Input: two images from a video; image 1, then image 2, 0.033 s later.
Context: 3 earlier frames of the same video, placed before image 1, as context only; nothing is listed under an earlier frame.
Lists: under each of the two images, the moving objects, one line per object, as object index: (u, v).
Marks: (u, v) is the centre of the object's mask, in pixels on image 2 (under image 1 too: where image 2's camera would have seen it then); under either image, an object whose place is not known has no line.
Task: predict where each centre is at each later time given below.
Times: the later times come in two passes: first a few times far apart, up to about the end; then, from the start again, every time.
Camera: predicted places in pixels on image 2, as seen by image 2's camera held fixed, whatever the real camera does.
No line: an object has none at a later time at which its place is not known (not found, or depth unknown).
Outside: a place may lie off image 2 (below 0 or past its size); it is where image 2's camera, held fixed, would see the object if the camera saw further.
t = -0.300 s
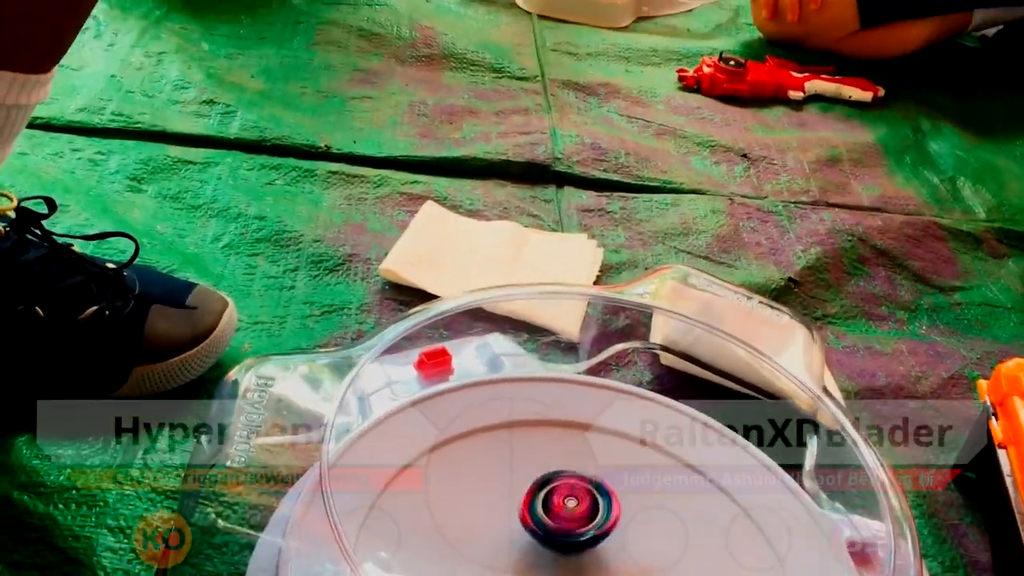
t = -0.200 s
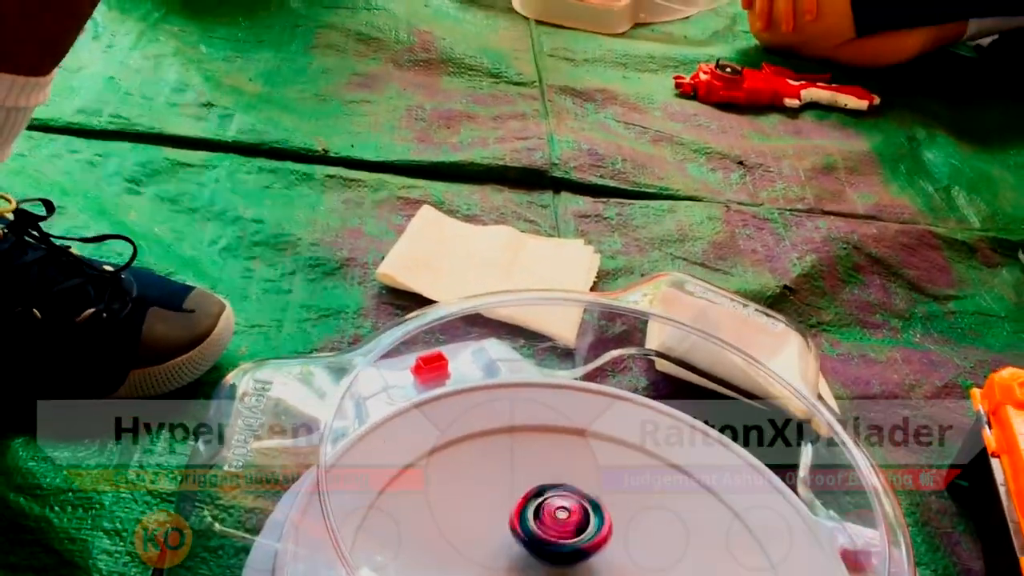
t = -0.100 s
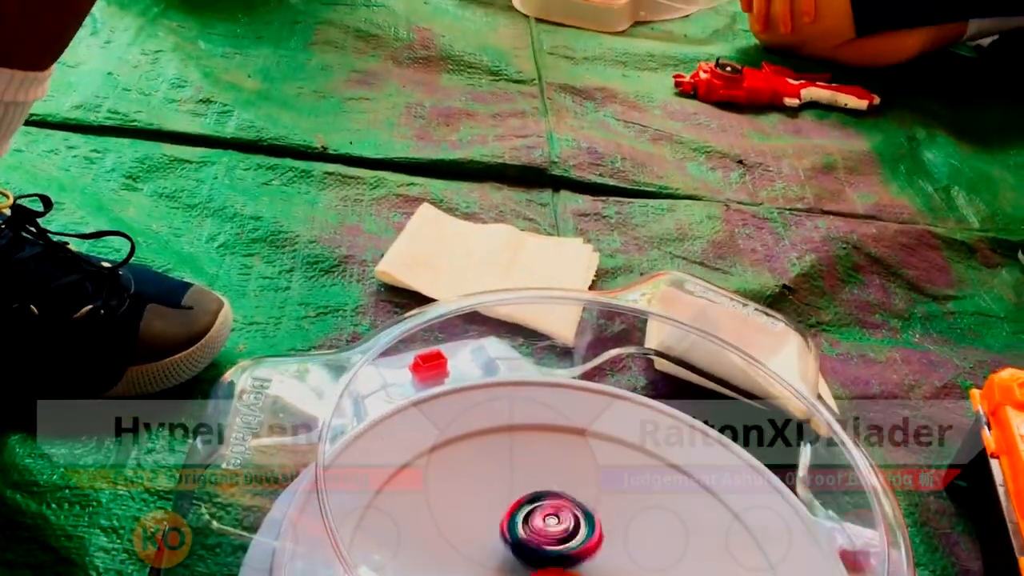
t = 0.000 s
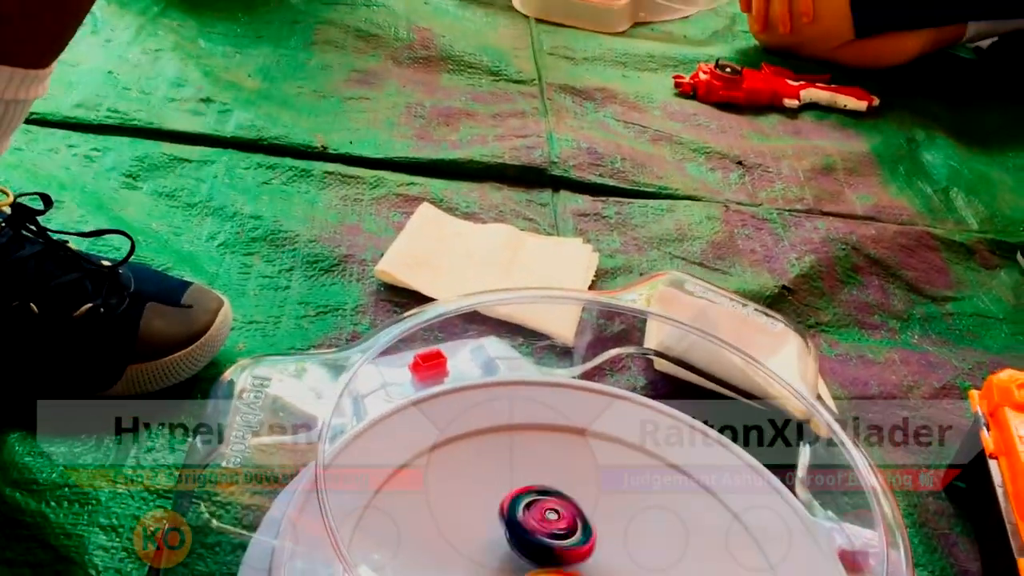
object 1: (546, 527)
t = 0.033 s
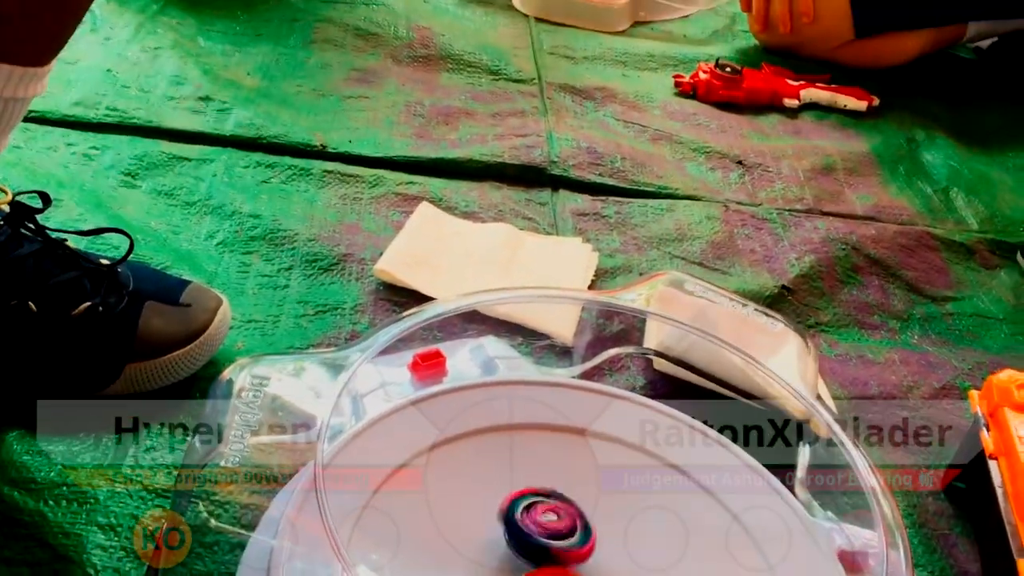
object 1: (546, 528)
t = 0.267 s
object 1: (546, 532)
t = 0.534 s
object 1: (558, 542)
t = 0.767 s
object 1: (561, 544)
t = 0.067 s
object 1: (549, 529)
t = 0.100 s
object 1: (549, 530)
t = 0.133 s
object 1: (550, 529)
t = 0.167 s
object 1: (549, 530)
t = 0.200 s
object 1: (549, 532)
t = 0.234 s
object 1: (549, 533)
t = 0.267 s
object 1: (546, 532)
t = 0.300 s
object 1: (545, 530)
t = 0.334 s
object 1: (546, 527)
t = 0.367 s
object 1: (549, 530)
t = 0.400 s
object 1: (550, 532)
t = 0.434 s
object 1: (552, 533)
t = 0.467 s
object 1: (554, 536)
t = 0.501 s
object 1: (556, 538)
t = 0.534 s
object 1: (558, 542)
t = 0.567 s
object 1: (559, 544)
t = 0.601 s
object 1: (560, 542)
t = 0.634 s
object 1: (562, 539)
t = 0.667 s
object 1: (566, 539)
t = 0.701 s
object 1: (567, 542)
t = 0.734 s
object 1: (564, 543)
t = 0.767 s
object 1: (561, 544)
